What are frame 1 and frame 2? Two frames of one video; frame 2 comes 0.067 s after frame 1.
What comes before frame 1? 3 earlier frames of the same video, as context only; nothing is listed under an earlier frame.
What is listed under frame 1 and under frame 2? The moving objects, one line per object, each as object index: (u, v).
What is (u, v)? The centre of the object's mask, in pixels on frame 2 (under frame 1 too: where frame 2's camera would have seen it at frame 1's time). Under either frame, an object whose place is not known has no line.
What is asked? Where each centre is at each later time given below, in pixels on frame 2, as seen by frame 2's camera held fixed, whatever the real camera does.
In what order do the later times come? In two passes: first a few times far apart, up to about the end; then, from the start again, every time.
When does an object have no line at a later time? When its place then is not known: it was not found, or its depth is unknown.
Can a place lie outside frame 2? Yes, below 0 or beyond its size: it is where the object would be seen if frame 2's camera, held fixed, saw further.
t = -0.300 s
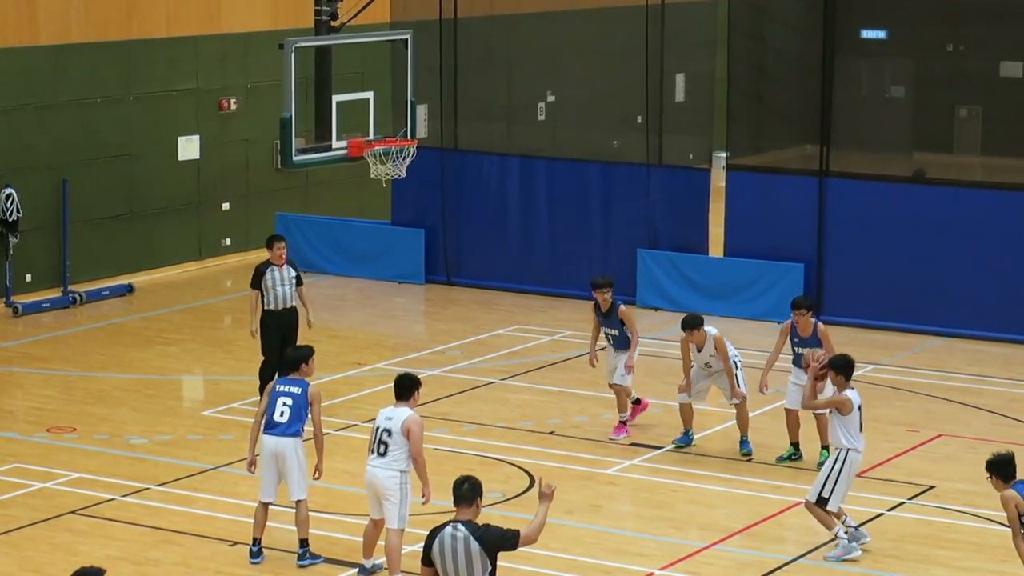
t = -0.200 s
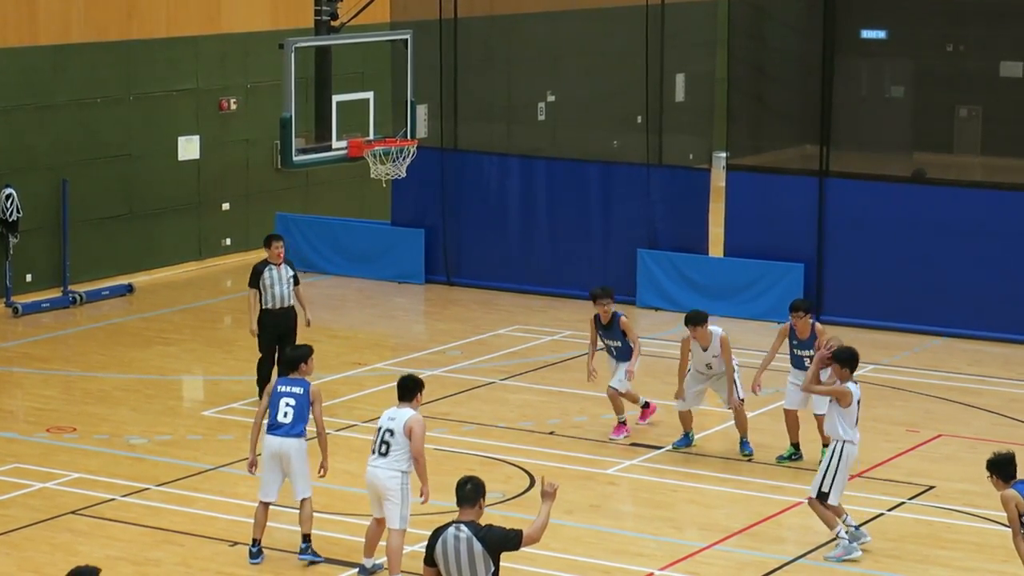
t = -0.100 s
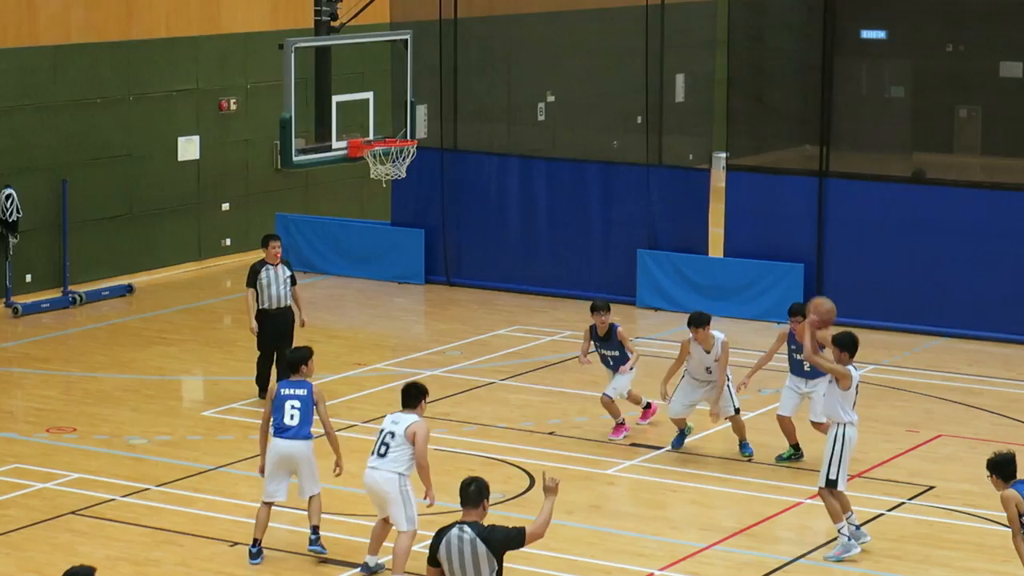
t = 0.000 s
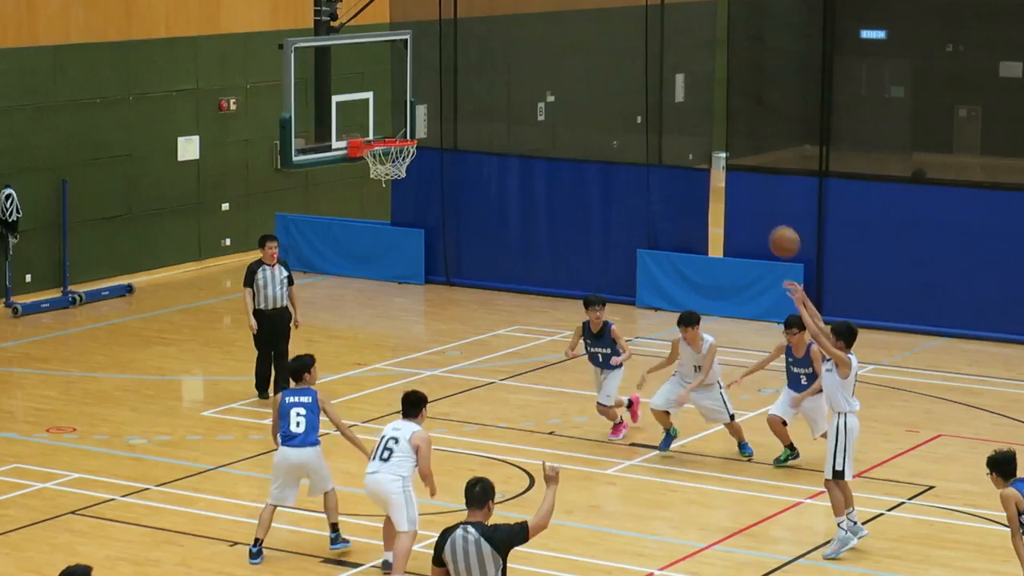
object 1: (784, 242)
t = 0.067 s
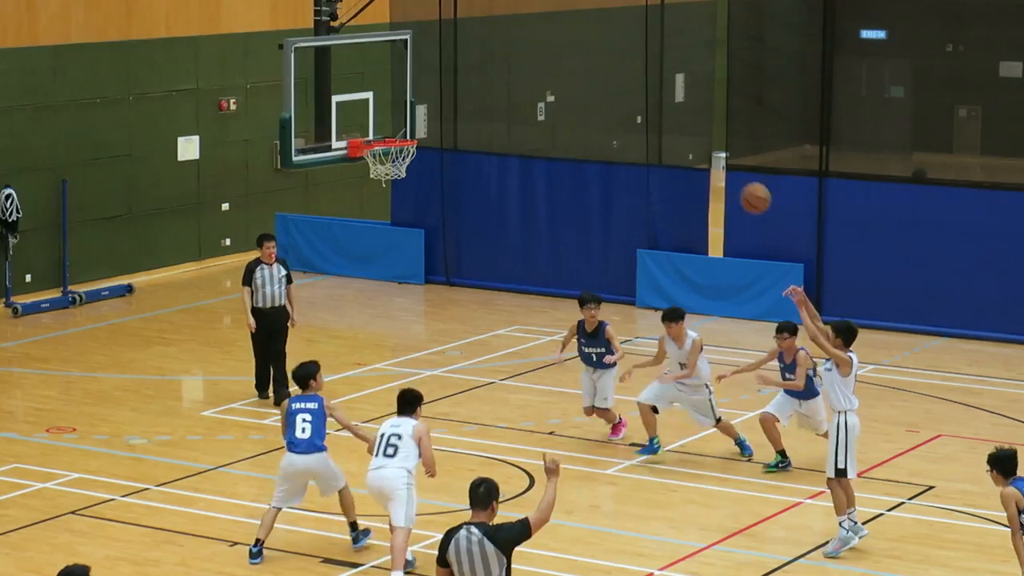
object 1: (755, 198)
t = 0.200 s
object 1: (698, 128)
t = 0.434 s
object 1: (603, 59)
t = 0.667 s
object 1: (513, 54)
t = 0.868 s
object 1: (440, 99)
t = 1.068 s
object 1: (377, 128)
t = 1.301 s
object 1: (363, 86)
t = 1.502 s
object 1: (367, 98)
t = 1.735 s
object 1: (373, 167)
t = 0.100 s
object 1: (741, 179)
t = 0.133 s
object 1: (727, 160)
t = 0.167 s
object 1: (712, 143)
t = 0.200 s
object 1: (698, 128)
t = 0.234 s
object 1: (684, 114)
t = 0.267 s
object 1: (670, 102)
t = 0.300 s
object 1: (657, 91)
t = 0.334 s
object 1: (643, 80)
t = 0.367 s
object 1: (630, 72)
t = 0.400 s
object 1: (616, 65)
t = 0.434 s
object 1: (603, 59)
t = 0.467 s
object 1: (590, 54)
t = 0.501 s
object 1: (577, 51)
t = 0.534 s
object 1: (564, 49)
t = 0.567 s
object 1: (551, 49)
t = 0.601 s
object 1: (539, 49)
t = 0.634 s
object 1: (526, 52)
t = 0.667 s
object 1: (513, 54)
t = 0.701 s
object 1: (500, 59)
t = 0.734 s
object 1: (488, 65)
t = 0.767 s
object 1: (475, 72)
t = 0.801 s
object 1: (464, 79)
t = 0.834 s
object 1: (451, 89)
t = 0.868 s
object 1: (440, 99)
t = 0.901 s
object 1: (428, 111)
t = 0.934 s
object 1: (416, 125)
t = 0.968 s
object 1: (405, 129)
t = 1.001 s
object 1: (395, 128)
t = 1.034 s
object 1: (386, 129)
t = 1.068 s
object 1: (377, 128)
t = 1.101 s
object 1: (371, 118)
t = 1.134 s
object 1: (366, 110)
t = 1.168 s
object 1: (361, 103)
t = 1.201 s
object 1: (360, 97)
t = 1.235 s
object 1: (361, 92)
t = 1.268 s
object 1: (362, 88)
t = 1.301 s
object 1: (363, 86)
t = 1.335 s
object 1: (363, 85)
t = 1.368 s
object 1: (363, 85)
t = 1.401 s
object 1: (364, 86)
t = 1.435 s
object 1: (365, 88)
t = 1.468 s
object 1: (366, 92)
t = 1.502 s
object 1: (367, 98)
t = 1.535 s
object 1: (368, 103)
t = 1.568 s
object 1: (369, 112)
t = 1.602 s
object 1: (369, 120)
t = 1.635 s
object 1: (370, 130)
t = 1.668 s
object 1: (371, 141)
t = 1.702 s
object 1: (372, 154)
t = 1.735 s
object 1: (373, 167)
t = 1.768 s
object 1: (374, 183)
